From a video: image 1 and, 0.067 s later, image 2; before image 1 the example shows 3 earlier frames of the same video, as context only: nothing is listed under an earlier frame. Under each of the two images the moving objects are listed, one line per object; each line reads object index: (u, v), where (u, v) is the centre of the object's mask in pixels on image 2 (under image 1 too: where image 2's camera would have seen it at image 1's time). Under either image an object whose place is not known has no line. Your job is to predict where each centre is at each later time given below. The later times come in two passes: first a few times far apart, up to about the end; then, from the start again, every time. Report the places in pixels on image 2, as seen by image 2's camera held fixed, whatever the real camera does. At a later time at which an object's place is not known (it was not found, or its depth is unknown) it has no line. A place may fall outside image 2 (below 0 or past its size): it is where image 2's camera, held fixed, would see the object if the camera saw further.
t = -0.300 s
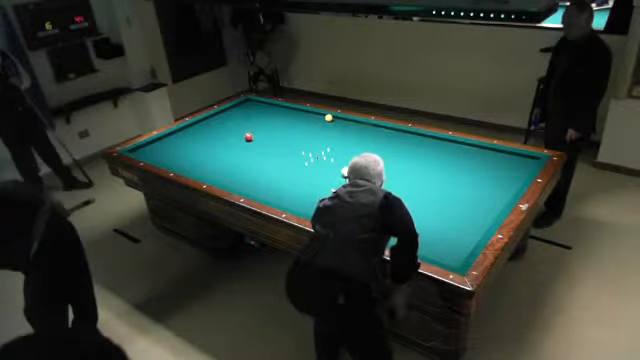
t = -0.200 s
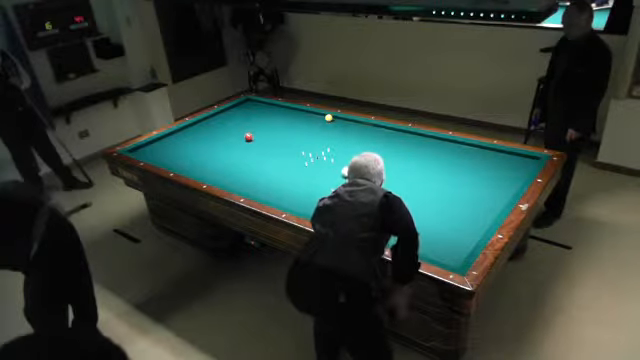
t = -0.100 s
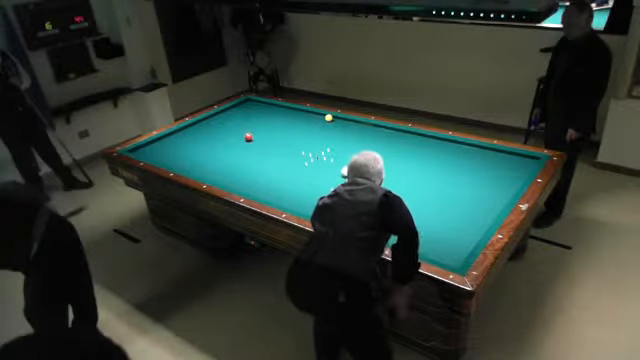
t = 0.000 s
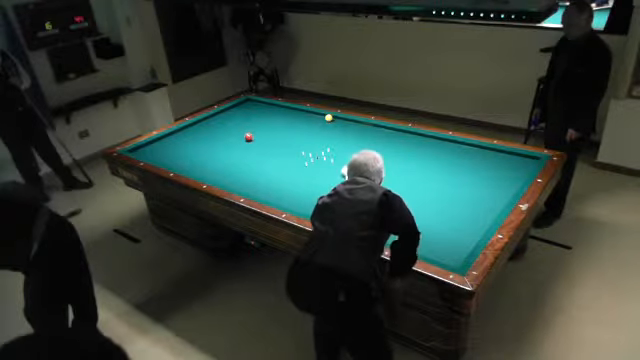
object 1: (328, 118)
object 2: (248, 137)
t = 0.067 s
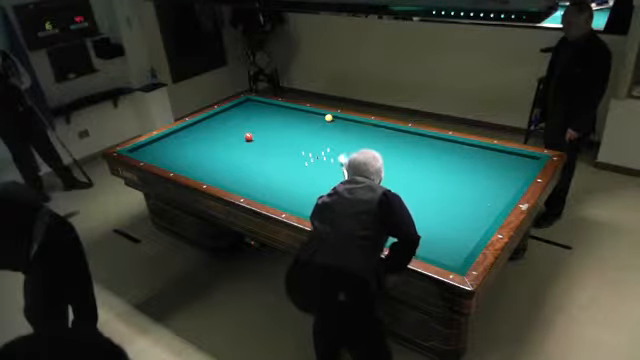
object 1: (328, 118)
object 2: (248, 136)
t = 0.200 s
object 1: (328, 117)
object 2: (249, 136)
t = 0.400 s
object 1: (326, 116)
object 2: (249, 136)
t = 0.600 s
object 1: (295, 116)
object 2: (248, 136)
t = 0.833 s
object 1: (267, 117)
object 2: (248, 136)
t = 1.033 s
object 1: (243, 118)
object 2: (248, 136)
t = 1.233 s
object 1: (220, 119)
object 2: (248, 137)
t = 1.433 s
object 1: (200, 121)
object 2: (248, 137)
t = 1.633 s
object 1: (199, 127)
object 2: (248, 136)
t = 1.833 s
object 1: (198, 134)
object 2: (248, 137)
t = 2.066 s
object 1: (197, 141)
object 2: (248, 137)
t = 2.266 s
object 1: (196, 148)
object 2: (248, 137)
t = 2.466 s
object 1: (195, 156)
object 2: (248, 137)
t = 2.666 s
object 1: (193, 164)
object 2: (246, 137)
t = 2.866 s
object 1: (192, 170)
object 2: (242, 138)
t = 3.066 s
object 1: (204, 172)
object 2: (238, 139)
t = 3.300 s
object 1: (220, 173)
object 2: (234, 140)
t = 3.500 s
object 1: (233, 172)
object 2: (230, 140)
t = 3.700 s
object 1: (247, 172)
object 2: (227, 141)
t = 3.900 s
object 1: (259, 173)
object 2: (223, 142)
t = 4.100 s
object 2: (220, 143)
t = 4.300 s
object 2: (217, 143)
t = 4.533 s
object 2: (214, 144)
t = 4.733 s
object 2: (211, 145)
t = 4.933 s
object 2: (209, 145)
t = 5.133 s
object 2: (207, 146)
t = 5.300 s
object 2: (206, 146)
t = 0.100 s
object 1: (328, 117)
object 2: (248, 136)
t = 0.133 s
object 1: (328, 117)
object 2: (249, 136)
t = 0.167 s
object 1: (329, 117)
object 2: (248, 136)
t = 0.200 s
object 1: (328, 117)
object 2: (249, 136)
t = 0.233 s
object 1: (328, 117)
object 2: (248, 136)
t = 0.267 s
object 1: (328, 118)
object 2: (249, 136)
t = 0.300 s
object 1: (328, 118)
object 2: (249, 136)
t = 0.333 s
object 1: (328, 117)
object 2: (249, 136)
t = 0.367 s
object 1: (328, 117)
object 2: (249, 136)
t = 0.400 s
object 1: (326, 116)
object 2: (249, 136)
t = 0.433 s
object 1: (322, 115)
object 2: (249, 136)
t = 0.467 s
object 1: (316, 115)
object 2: (249, 136)
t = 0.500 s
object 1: (310, 115)
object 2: (249, 136)
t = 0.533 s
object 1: (305, 115)
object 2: (249, 136)
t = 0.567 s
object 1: (300, 116)
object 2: (248, 136)
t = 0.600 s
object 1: (295, 116)
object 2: (248, 136)
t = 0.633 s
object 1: (291, 116)
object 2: (248, 136)
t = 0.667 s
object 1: (287, 116)
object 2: (248, 136)
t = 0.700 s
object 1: (283, 116)
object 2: (248, 137)
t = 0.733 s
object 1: (279, 116)
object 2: (248, 136)
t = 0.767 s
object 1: (275, 116)
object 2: (248, 137)
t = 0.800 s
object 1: (271, 117)
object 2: (248, 136)
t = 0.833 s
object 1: (267, 117)
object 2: (248, 136)
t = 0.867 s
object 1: (263, 117)
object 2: (248, 136)
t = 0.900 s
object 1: (259, 117)
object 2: (248, 136)
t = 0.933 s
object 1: (255, 117)
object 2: (248, 136)
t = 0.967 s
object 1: (251, 118)
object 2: (248, 136)
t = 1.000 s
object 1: (247, 118)
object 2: (248, 136)
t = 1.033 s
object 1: (243, 118)
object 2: (248, 136)
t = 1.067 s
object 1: (239, 118)
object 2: (248, 136)
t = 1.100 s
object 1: (235, 119)
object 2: (248, 137)
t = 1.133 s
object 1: (231, 119)
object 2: (248, 137)
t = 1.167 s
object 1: (227, 119)
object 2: (248, 137)
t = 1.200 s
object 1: (224, 119)
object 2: (248, 137)
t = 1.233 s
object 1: (220, 119)
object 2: (248, 137)
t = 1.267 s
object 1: (216, 120)
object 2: (248, 137)
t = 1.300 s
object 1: (212, 120)
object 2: (248, 137)
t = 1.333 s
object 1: (209, 120)
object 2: (248, 137)
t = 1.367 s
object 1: (205, 120)
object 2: (248, 137)
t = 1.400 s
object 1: (201, 120)
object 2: (248, 137)
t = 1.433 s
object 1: (200, 121)
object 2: (248, 137)
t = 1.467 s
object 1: (200, 122)
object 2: (248, 137)
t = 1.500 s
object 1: (200, 122)
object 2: (248, 137)
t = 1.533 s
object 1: (200, 124)
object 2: (248, 137)
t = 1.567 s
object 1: (199, 125)
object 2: (248, 137)
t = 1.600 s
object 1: (199, 126)
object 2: (248, 137)
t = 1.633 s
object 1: (199, 127)
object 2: (248, 136)
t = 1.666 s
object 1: (199, 128)
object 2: (248, 137)
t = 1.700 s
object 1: (199, 129)
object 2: (248, 137)
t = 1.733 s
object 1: (199, 129)
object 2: (248, 136)
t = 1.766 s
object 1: (199, 131)
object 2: (248, 136)
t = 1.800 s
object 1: (198, 132)
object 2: (248, 137)
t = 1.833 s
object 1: (198, 134)
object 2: (248, 137)
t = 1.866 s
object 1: (198, 135)
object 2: (248, 137)
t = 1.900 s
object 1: (198, 136)
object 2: (248, 137)
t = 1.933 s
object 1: (198, 137)
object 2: (248, 137)
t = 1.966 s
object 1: (198, 138)
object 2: (248, 137)
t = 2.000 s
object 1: (197, 139)
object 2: (248, 137)
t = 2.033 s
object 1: (197, 140)
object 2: (248, 137)
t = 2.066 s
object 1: (197, 141)
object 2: (248, 137)
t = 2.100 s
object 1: (197, 142)
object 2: (248, 137)
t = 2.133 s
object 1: (197, 144)
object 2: (248, 137)
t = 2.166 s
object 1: (196, 145)
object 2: (248, 137)
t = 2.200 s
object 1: (196, 146)
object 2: (248, 137)
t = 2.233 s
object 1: (196, 147)
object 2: (248, 137)
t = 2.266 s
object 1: (196, 148)
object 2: (248, 137)
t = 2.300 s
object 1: (196, 149)
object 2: (248, 137)
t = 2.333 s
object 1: (195, 151)
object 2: (248, 137)
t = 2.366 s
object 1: (195, 152)
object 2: (248, 137)
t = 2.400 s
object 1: (195, 153)
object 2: (248, 137)
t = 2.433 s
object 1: (195, 154)
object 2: (248, 137)
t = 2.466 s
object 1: (195, 156)
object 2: (248, 137)
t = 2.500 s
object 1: (195, 157)
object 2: (248, 137)
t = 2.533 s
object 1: (195, 158)
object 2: (248, 137)
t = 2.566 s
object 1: (195, 160)
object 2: (248, 136)
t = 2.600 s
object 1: (194, 161)
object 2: (247, 137)
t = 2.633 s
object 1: (194, 162)
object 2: (247, 137)
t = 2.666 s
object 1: (193, 164)
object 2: (246, 137)
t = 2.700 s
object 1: (193, 165)
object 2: (245, 137)
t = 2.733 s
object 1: (193, 166)
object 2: (245, 137)
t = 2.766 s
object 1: (193, 167)
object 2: (244, 137)
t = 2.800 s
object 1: (193, 168)
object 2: (244, 138)
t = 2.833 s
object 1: (192, 170)
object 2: (243, 138)
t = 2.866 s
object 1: (192, 170)
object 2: (242, 138)
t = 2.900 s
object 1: (192, 171)
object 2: (241, 138)
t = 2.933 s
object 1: (195, 171)
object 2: (241, 138)
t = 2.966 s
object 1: (198, 172)
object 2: (240, 138)
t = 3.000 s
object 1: (200, 172)
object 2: (239, 138)
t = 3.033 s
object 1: (202, 172)
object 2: (239, 139)
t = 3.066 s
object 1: (204, 172)
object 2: (238, 139)
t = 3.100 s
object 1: (206, 172)
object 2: (238, 139)
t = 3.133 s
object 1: (209, 172)
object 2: (237, 139)
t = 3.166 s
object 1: (211, 172)
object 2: (236, 139)
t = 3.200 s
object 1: (213, 172)
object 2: (236, 139)
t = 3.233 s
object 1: (216, 172)
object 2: (235, 140)
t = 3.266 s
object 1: (218, 173)
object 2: (234, 140)
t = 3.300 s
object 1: (220, 173)
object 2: (234, 140)
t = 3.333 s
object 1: (222, 173)
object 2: (233, 140)
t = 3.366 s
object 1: (224, 173)
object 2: (232, 140)
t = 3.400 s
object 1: (227, 172)
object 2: (232, 140)
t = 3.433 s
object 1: (228, 172)
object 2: (231, 140)
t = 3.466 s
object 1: (231, 173)
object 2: (231, 140)
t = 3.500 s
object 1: (233, 172)
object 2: (230, 140)
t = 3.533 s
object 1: (236, 172)
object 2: (230, 140)
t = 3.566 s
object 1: (238, 172)
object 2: (229, 140)
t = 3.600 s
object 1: (240, 172)
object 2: (228, 141)
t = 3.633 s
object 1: (242, 173)
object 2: (228, 141)
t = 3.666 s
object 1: (244, 172)
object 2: (227, 141)
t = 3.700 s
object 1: (247, 172)
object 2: (227, 141)
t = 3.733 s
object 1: (249, 172)
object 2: (226, 141)
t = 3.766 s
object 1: (251, 172)
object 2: (226, 141)
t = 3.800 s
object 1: (252, 172)
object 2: (225, 142)
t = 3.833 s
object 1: (255, 172)
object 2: (225, 142)
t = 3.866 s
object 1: (256, 173)
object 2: (224, 142)
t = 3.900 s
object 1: (259, 173)
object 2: (223, 142)
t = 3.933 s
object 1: (260, 172)
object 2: (223, 142)
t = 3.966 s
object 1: (261, 172)
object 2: (223, 142)
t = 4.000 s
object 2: (222, 142)
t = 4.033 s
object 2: (221, 142)
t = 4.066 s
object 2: (221, 143)
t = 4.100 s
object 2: (220, 143)
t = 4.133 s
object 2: (220, 143)
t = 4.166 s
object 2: (219, 143)
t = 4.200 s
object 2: (219, 143)
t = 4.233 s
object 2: (218, 143)
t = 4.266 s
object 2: (218, 143)
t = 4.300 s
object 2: (217, 143)
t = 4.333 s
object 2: (217, 143)
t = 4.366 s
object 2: (217, 144)
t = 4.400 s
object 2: (216, 144)
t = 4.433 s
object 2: (216, 144)
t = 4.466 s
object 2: (215, 144)
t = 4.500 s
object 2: (215, 144)
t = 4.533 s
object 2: (214, 144)
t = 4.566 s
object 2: (214, 144)
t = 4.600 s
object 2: (213, 144)
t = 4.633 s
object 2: (213, 144)
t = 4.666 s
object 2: (212, 144)
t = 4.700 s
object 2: (212, 144)
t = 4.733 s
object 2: (211, 145)
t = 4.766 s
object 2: (211, 145)
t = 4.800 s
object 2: (211, 144)
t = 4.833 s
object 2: (211, 145)
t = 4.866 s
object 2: (211, 145)
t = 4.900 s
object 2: (211, 145)
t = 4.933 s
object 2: (209, 145)
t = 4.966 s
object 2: (209, 145)
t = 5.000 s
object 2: (209, 145)
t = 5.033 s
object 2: (208, 145)
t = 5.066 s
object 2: (208, 145)
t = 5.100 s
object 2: (207, 146)
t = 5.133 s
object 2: (207, 146)
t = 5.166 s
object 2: (207, 146)
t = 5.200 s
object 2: (207, 146)
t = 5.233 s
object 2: (206, 146)
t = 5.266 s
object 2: (206, 146)
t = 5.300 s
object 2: (206, 146)
